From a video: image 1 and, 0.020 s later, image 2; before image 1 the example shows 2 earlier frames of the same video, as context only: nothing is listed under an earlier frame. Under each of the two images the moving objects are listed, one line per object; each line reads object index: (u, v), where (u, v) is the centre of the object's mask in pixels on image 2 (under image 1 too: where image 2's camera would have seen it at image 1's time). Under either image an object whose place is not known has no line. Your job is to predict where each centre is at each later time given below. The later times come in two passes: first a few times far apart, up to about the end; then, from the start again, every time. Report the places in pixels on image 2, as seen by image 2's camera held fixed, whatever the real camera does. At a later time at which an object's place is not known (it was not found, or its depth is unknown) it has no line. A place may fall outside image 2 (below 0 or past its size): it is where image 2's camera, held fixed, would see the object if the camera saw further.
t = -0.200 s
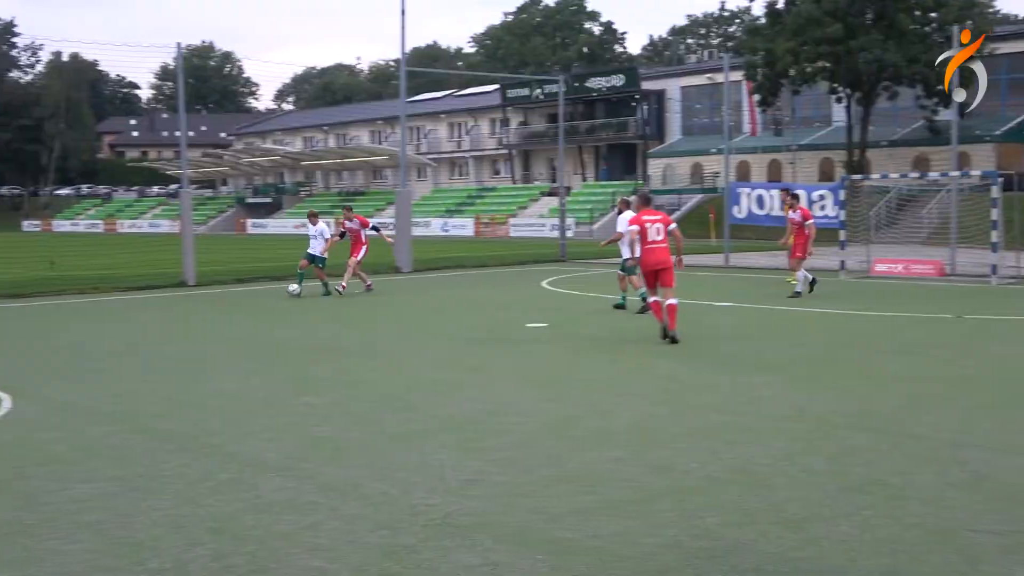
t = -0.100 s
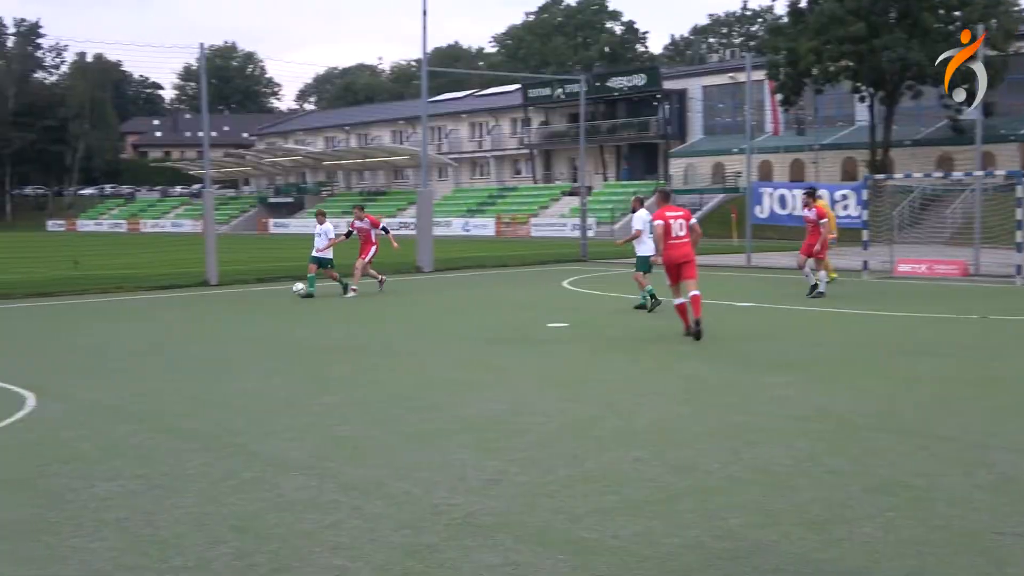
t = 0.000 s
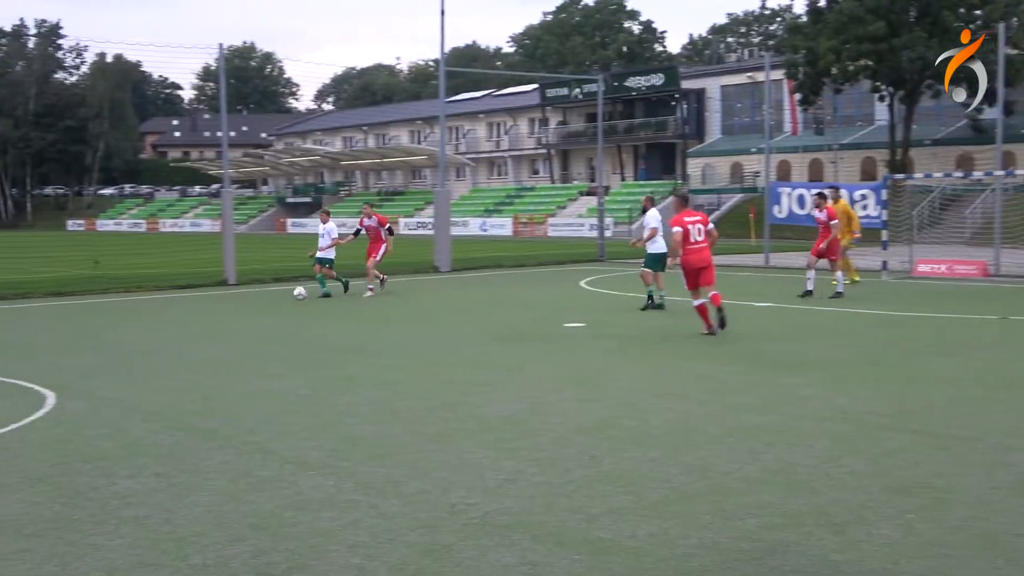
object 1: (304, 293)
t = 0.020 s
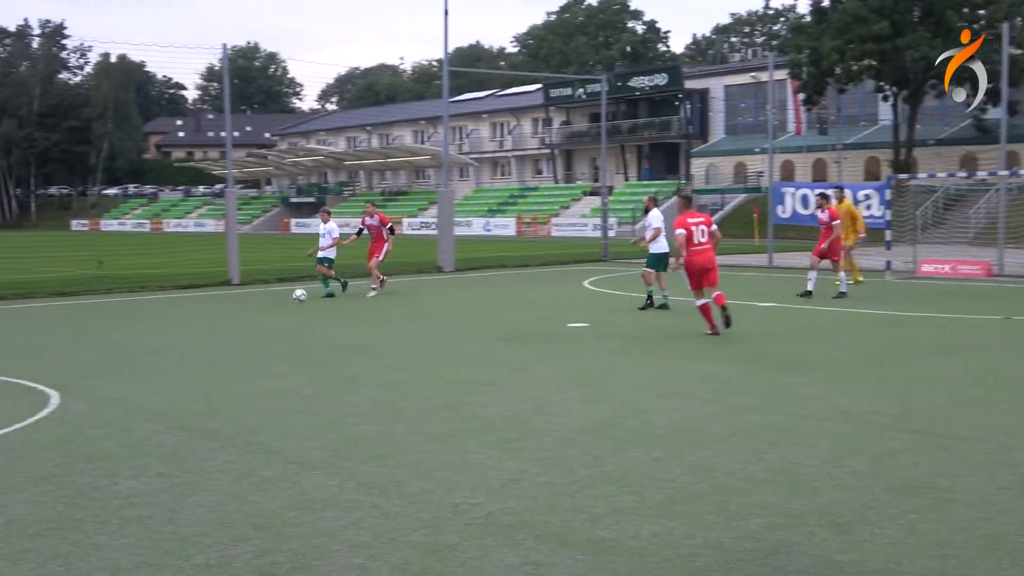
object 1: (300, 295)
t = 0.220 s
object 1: (262, 311)
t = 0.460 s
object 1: (209, 336)
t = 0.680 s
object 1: (152, 359)
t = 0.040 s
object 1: (296, 297)
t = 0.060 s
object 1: (293, 299)
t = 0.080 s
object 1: (288, 302)
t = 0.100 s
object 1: (284, 305)
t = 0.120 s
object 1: (281, 310)
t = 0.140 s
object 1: (277, 311)
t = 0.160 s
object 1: (273, 311)
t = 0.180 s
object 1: (269, 310)
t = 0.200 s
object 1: (266, 311)
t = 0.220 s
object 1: (262, 311)
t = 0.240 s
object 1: (258, 311)
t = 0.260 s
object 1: (254, 312)
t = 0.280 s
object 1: (249, 314)
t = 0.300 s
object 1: (245, 316)
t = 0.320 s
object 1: (241, 317)
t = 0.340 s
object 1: (237, 319)
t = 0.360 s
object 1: (232, 322)
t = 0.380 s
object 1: (228, 326)
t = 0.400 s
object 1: (223, 329)
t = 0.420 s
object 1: (218, 334)
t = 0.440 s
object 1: (214, 336)
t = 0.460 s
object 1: (209, 336)
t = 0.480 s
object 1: (205, 336)
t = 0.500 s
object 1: (199, 336)
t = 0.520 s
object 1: (194, 337)
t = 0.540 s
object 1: (189, 338)
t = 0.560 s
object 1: (185, 340)
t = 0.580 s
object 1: (179, 342)
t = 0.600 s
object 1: (174, 345)
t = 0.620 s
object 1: (168, 348)
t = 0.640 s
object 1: (162, 352)
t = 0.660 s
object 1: (157, 355)
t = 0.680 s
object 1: (152, 359)
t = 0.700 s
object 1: (146, 360)
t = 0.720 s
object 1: (141, 360)
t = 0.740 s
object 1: (135, 360)
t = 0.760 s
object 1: (129, 362)
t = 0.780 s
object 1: (125, 363)
